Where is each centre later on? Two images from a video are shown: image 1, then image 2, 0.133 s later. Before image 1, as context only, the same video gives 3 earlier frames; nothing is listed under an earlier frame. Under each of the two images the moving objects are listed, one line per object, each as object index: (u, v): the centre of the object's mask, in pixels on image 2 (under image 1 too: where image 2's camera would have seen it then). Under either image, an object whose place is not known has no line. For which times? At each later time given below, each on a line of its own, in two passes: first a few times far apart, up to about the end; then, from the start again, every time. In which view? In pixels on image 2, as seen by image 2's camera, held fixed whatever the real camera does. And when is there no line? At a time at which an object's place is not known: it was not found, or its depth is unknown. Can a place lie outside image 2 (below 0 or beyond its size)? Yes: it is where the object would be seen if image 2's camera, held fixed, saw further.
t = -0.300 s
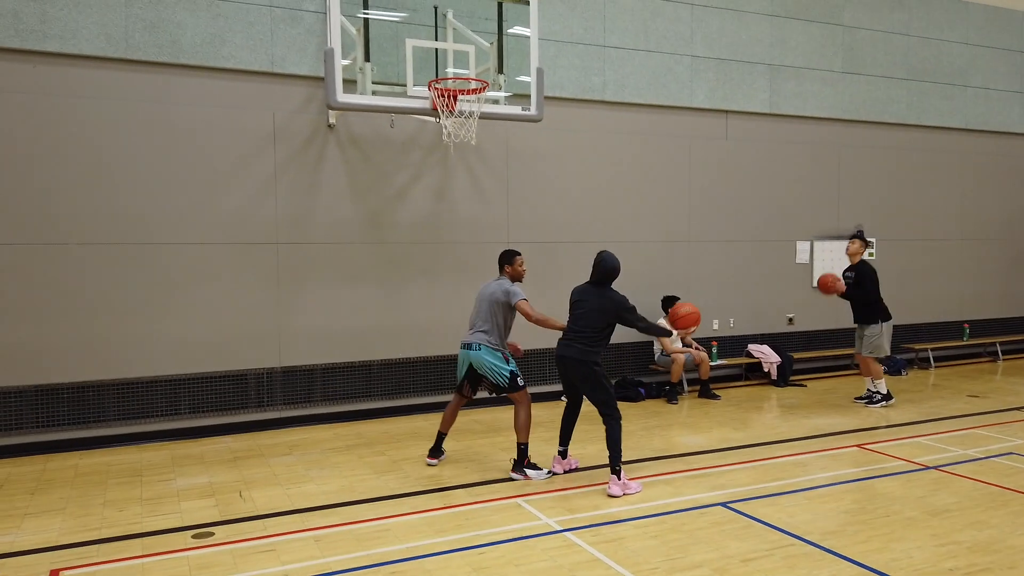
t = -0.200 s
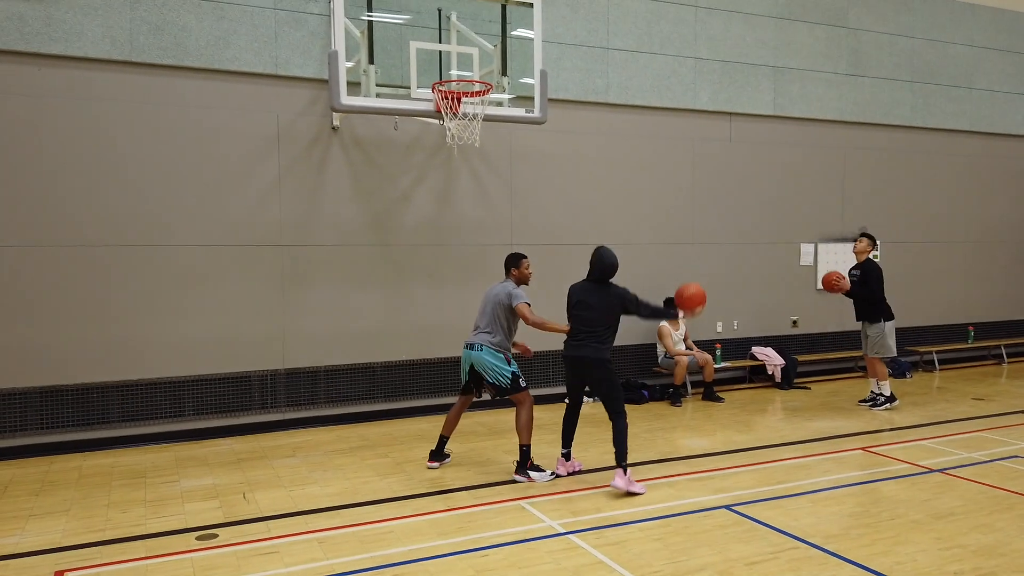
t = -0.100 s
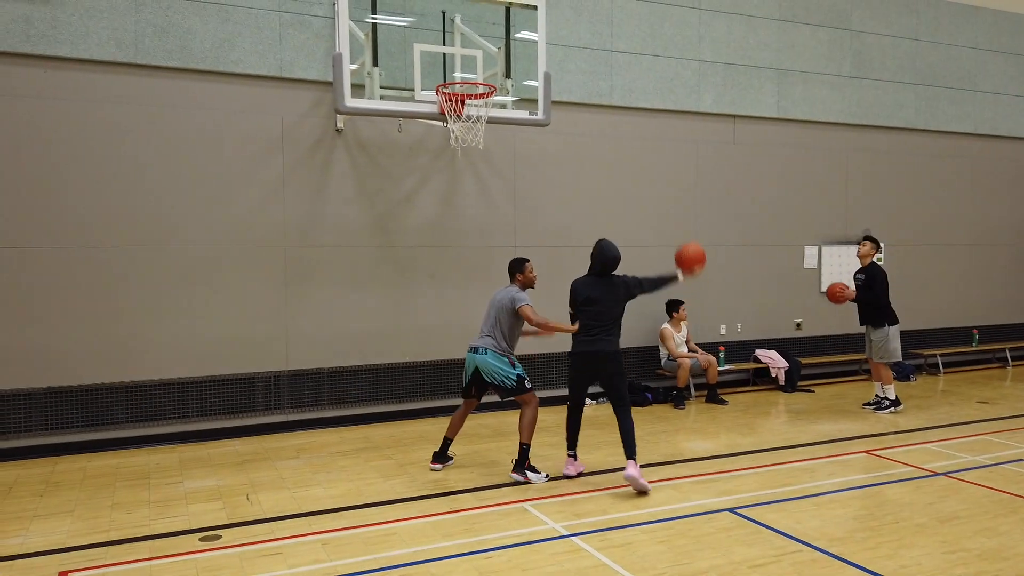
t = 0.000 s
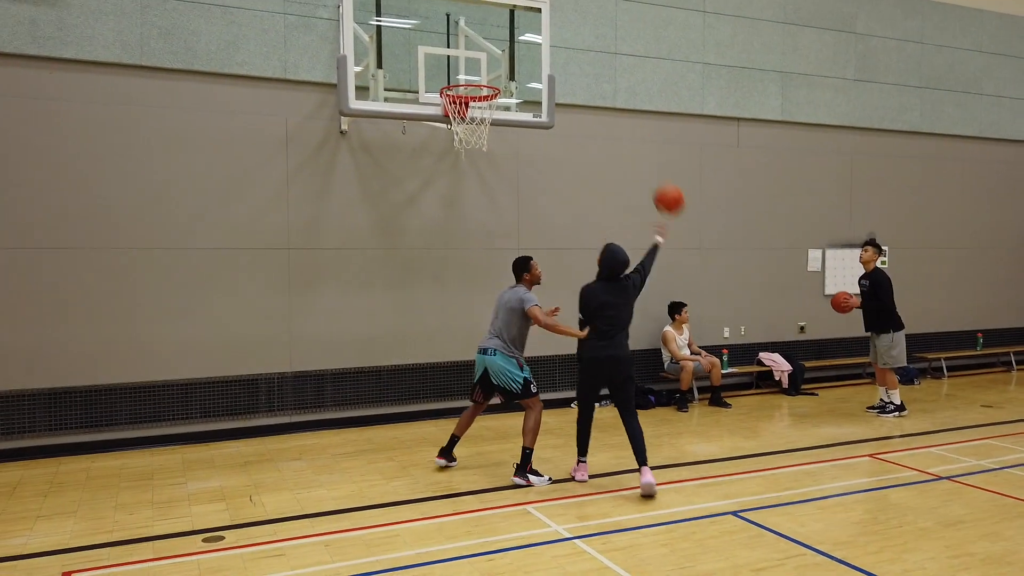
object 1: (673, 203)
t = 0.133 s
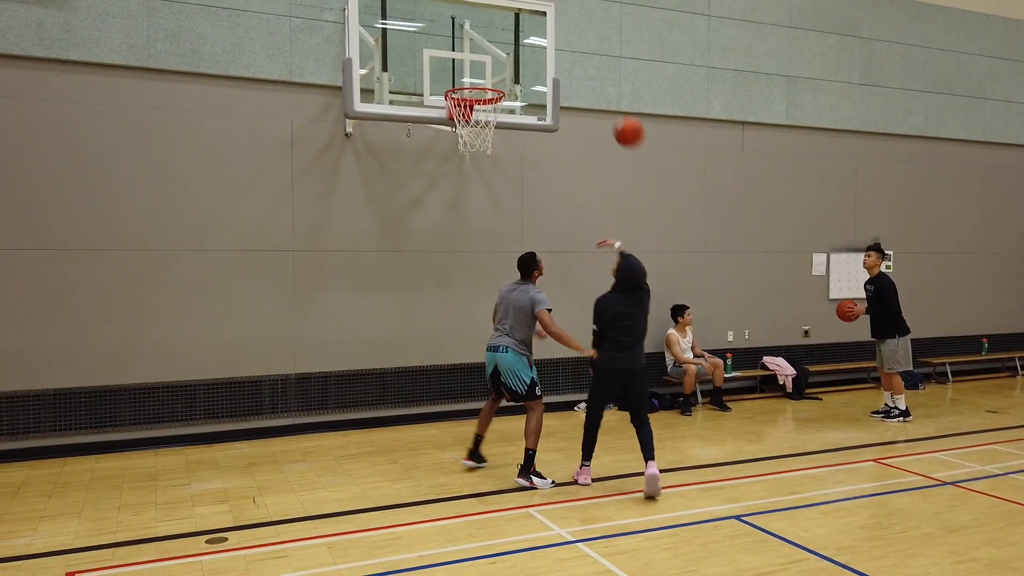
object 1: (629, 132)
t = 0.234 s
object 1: (597, 94)
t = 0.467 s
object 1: (534, 54)
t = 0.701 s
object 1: (529, 72)
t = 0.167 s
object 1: (618, 118)
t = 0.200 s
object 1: (608, 105)
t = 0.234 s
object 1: (597, 94)
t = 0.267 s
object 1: (586, 84)
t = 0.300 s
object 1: (576, 76)
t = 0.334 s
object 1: (566, 69)
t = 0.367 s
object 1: (556, 63)
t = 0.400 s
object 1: (546, 59)
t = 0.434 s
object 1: (536, 56)
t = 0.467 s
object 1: (534, 54)
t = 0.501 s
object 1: (534, 52)
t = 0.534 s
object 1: (533, 52)
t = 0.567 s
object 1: (532, 54)
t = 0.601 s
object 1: (531, 56)
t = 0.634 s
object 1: (531, 60)
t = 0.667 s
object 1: (530, 66)
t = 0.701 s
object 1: (529, 72)
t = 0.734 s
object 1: (528, 81)
